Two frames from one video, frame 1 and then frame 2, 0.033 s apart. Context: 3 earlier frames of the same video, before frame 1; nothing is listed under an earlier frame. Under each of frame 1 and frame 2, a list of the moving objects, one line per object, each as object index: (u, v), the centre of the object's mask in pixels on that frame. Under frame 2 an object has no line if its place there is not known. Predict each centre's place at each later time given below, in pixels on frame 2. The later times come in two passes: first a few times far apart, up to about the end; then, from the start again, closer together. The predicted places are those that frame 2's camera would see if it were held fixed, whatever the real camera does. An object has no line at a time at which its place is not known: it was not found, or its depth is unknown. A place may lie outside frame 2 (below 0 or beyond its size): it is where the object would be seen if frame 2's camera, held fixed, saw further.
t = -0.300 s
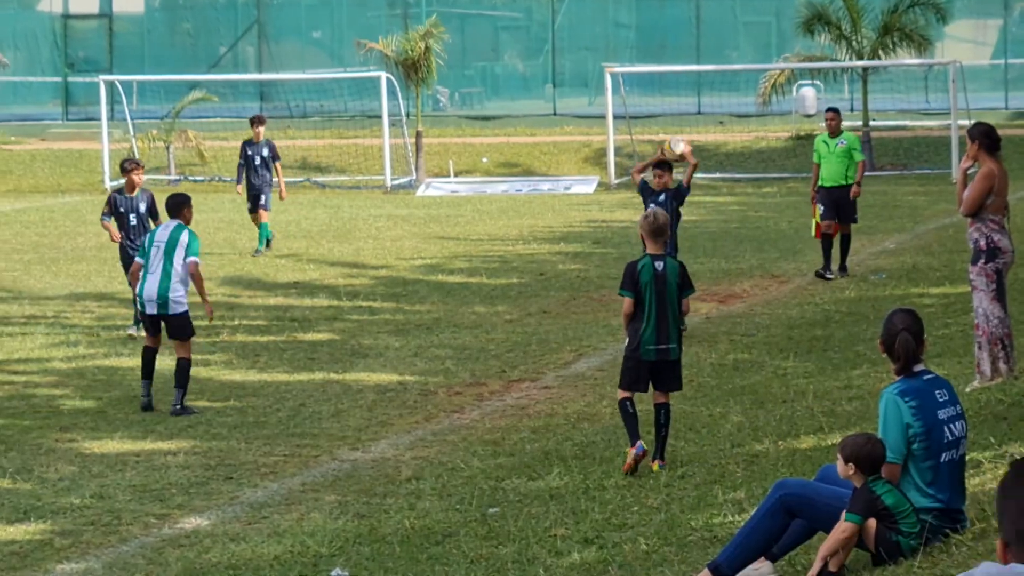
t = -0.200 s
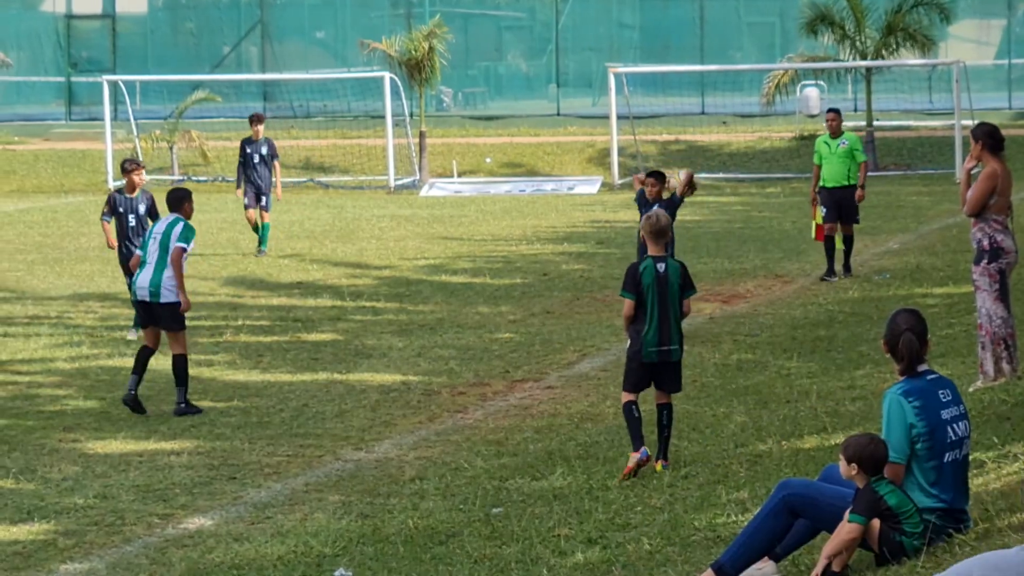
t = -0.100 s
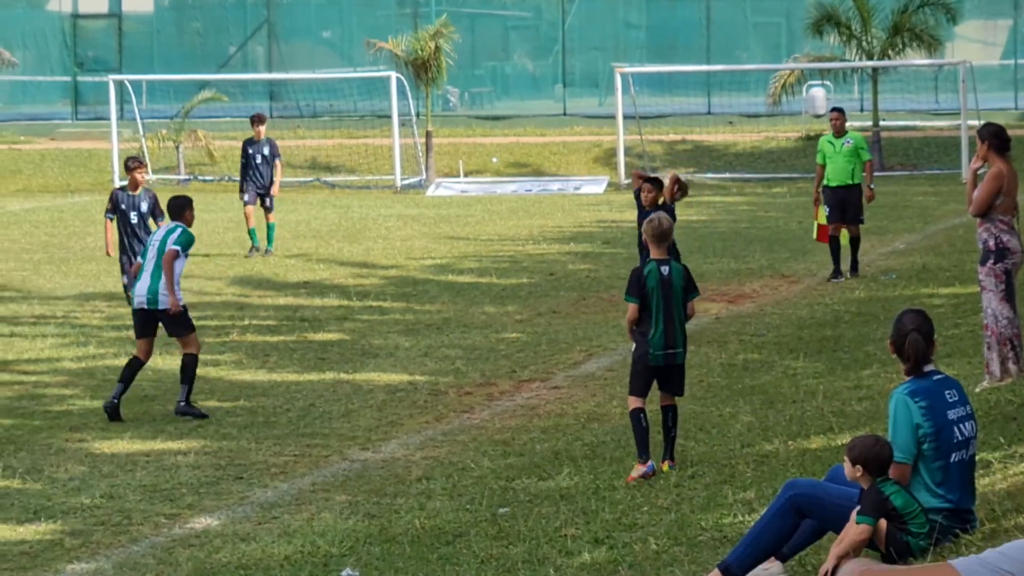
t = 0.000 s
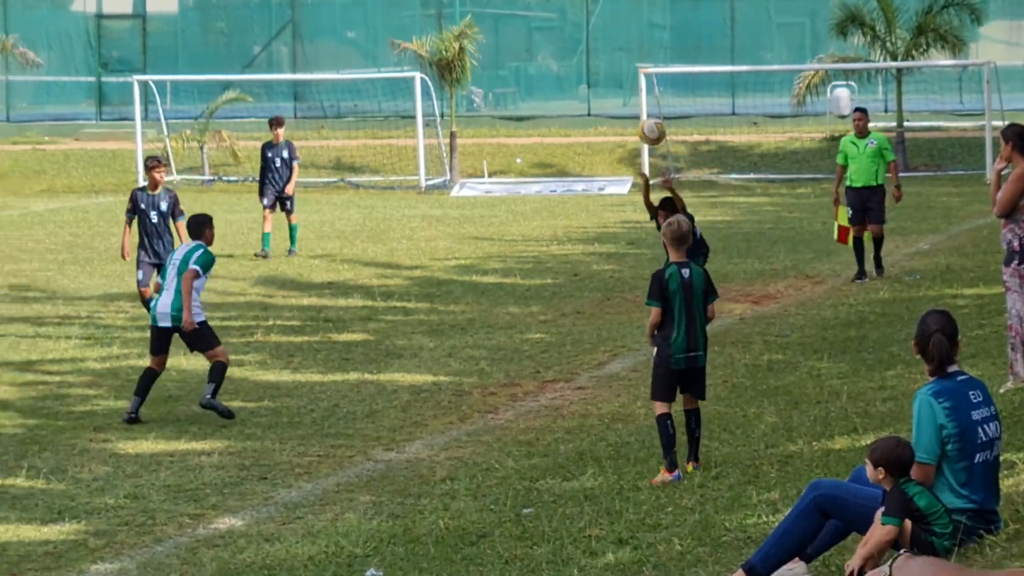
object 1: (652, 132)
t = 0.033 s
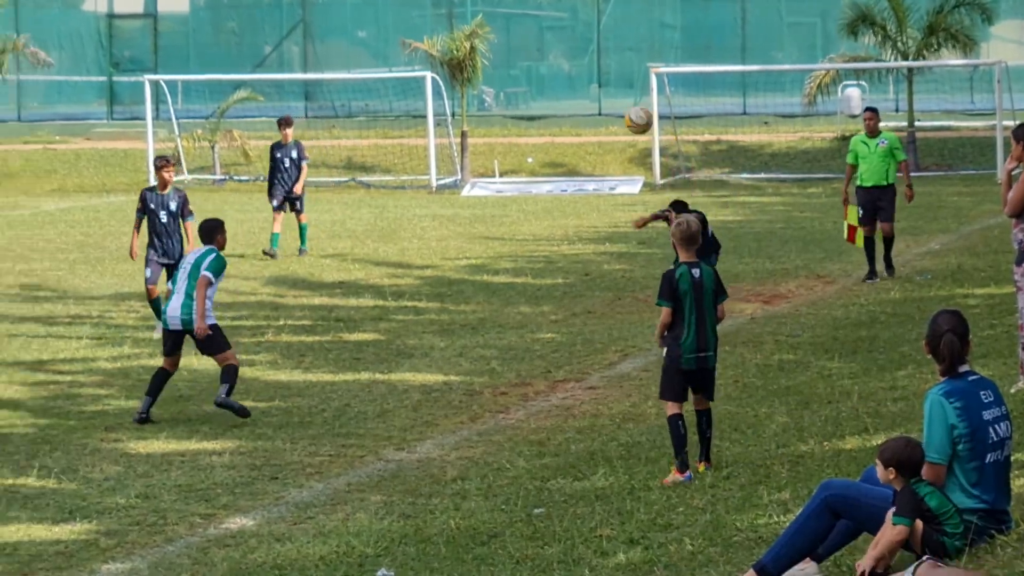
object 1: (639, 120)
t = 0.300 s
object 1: (431, 81)
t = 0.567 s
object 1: (176, 147)
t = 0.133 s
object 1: (565, 95)
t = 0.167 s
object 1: (539, 89)
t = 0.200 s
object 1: (512, 85)
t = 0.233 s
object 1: (486, 83)
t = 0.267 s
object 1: (459, 81)
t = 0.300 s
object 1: (431, 81)
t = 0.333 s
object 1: (403, 82)
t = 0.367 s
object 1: (373, 86)
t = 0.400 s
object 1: (343, 91)
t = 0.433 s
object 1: (312, 97)
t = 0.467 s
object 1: (279, 106)
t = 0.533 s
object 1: (212, 131)
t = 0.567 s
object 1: (176, 147)
